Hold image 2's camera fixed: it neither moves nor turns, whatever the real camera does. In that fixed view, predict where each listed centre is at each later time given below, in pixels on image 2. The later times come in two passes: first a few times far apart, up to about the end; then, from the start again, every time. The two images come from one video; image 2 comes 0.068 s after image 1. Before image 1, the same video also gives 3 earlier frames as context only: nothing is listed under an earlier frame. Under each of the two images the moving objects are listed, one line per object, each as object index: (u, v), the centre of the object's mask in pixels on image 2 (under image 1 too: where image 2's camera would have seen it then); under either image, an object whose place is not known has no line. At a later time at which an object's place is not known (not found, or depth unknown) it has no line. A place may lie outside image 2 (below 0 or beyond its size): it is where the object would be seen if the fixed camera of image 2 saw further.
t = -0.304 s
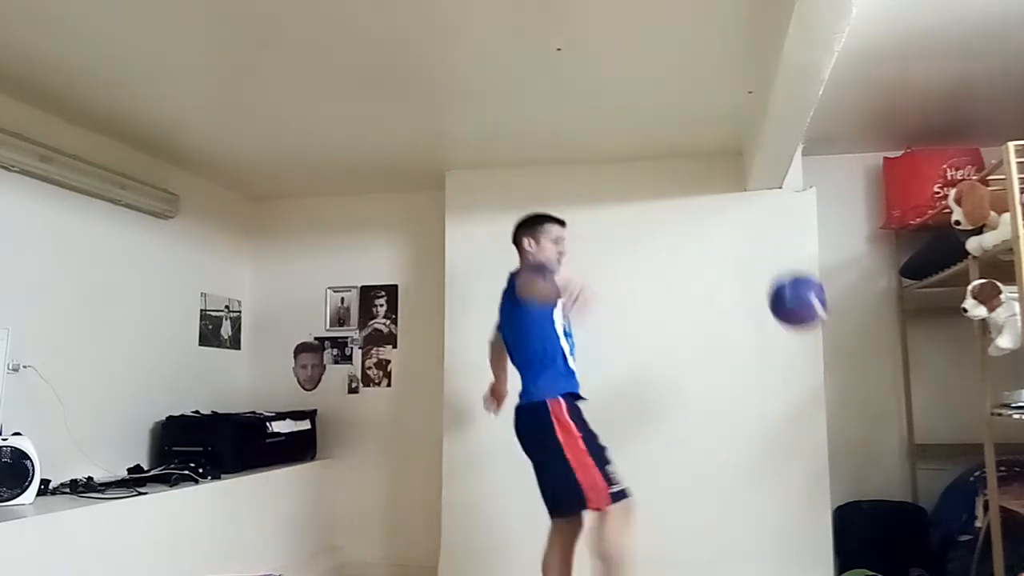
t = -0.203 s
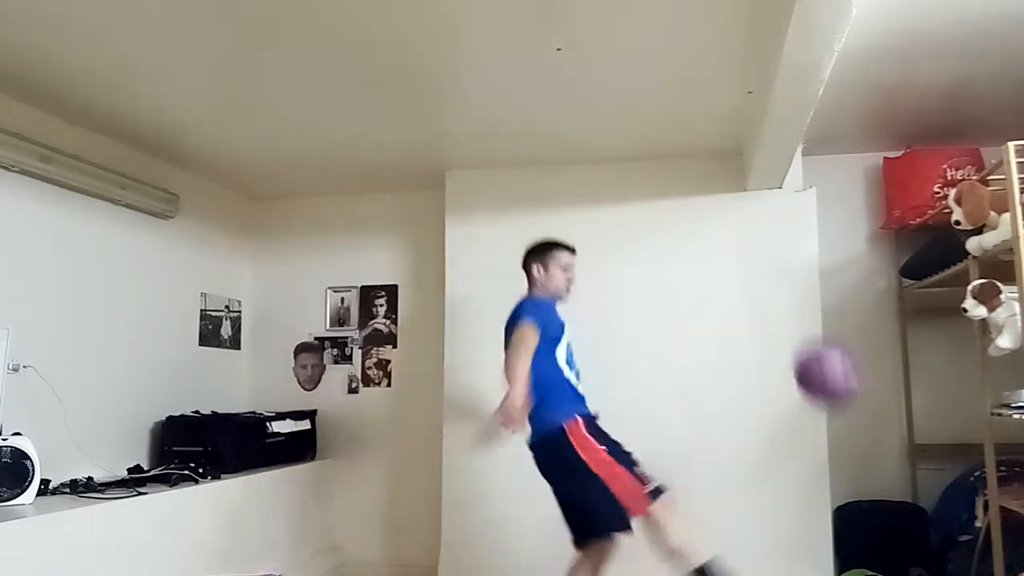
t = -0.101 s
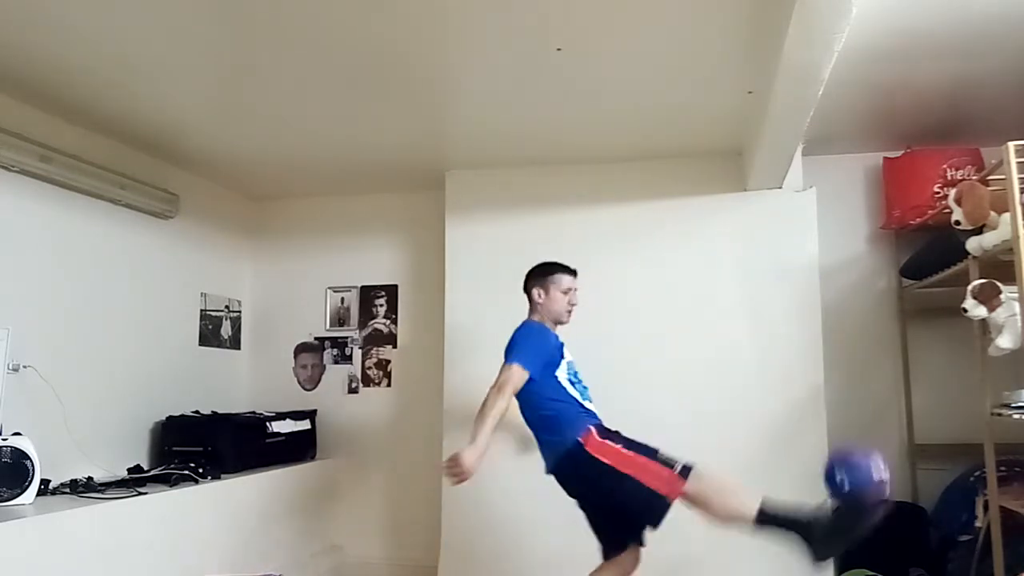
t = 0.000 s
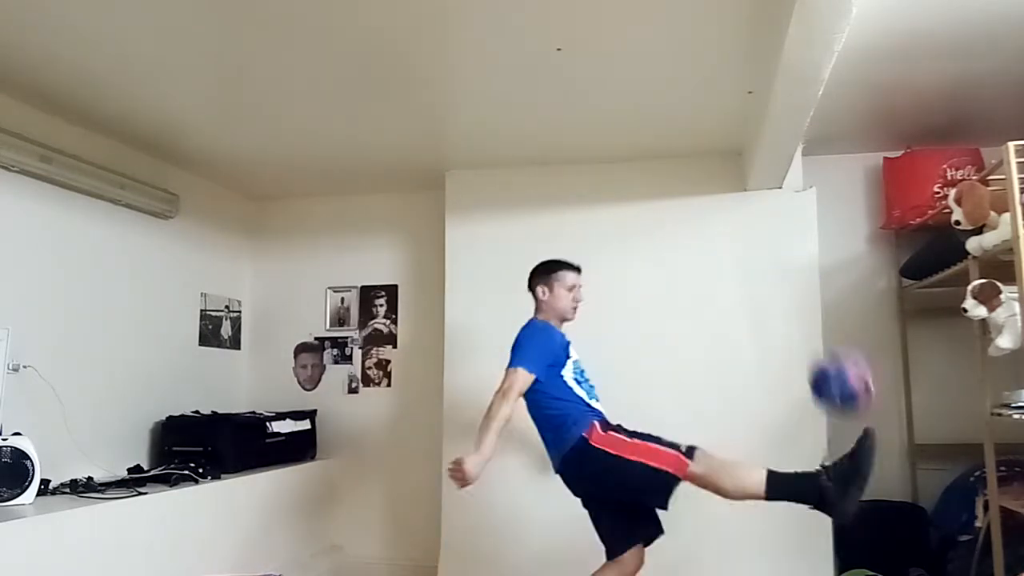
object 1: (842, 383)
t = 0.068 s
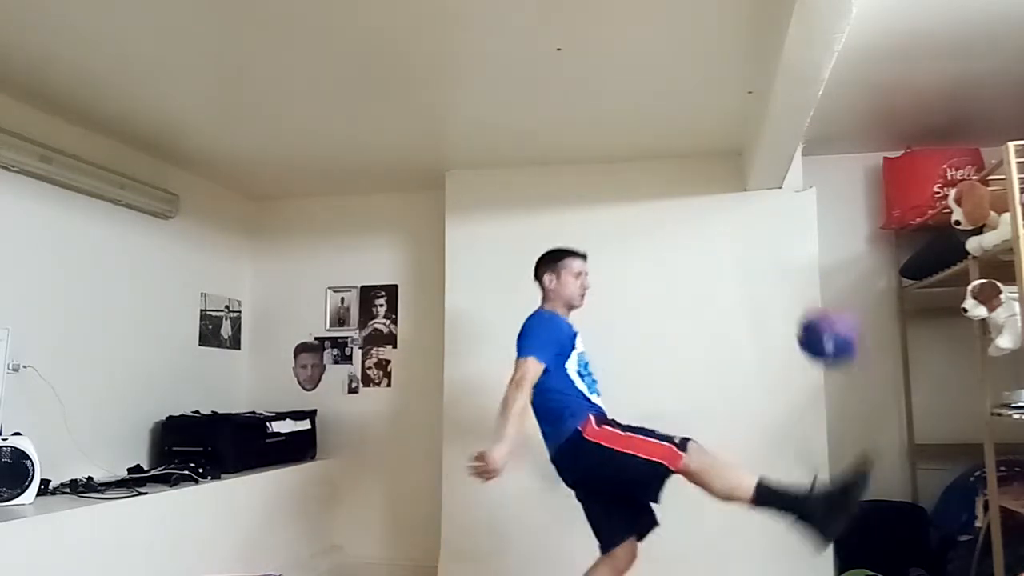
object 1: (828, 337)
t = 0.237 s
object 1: (805, 283)
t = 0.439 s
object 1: (785, 328)
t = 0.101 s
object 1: (823, 318)
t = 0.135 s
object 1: (817, 304)
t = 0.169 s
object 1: (813, 293)
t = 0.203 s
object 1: (809, 286)
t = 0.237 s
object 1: (805, 283)
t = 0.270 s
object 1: (801, 282)
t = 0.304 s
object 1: (797, 285)
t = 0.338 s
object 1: (795, 291)
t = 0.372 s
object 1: (792, 299)
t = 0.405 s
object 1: (788, 311)
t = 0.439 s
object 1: (785, 328)
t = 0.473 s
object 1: (781, 347)
